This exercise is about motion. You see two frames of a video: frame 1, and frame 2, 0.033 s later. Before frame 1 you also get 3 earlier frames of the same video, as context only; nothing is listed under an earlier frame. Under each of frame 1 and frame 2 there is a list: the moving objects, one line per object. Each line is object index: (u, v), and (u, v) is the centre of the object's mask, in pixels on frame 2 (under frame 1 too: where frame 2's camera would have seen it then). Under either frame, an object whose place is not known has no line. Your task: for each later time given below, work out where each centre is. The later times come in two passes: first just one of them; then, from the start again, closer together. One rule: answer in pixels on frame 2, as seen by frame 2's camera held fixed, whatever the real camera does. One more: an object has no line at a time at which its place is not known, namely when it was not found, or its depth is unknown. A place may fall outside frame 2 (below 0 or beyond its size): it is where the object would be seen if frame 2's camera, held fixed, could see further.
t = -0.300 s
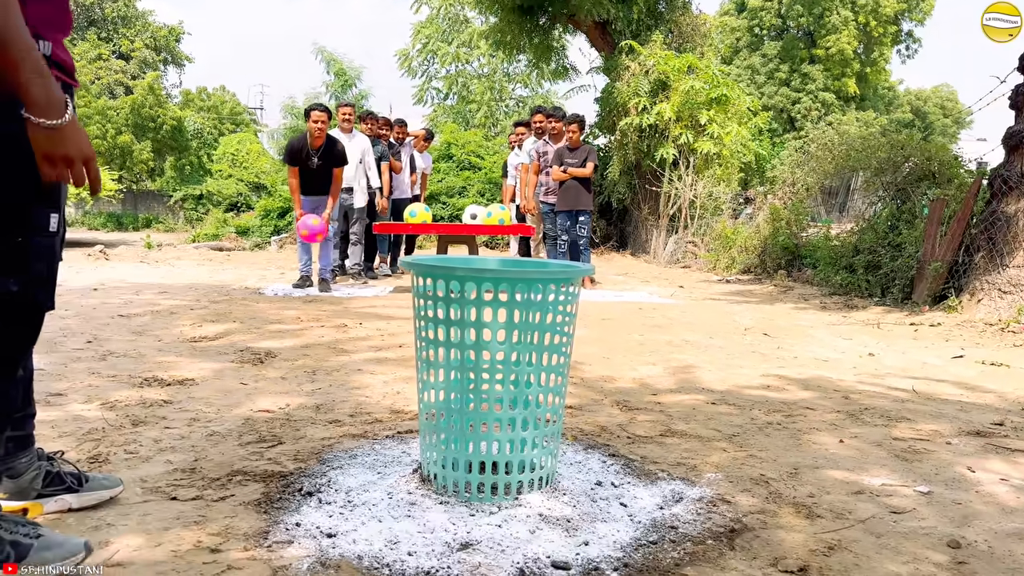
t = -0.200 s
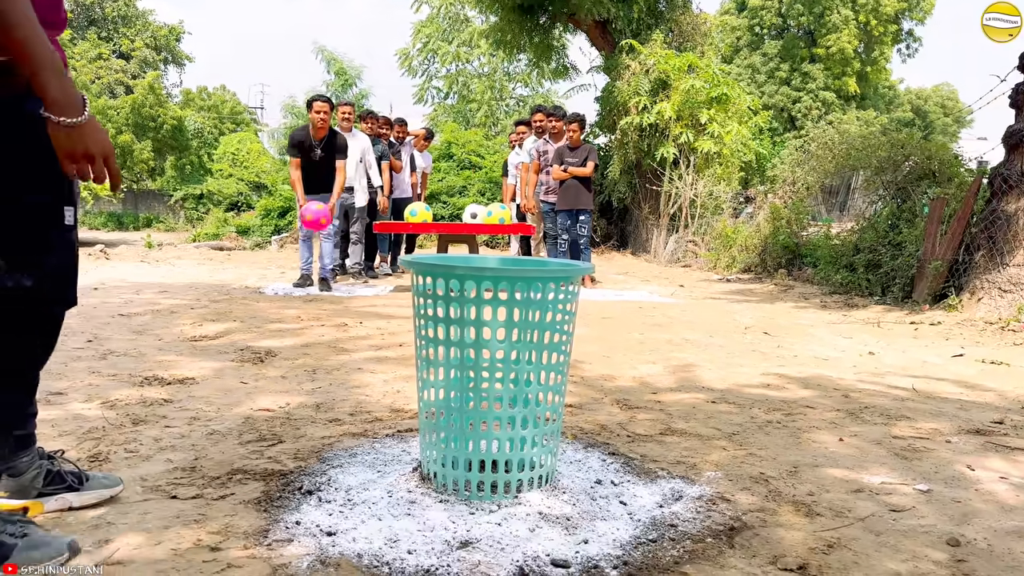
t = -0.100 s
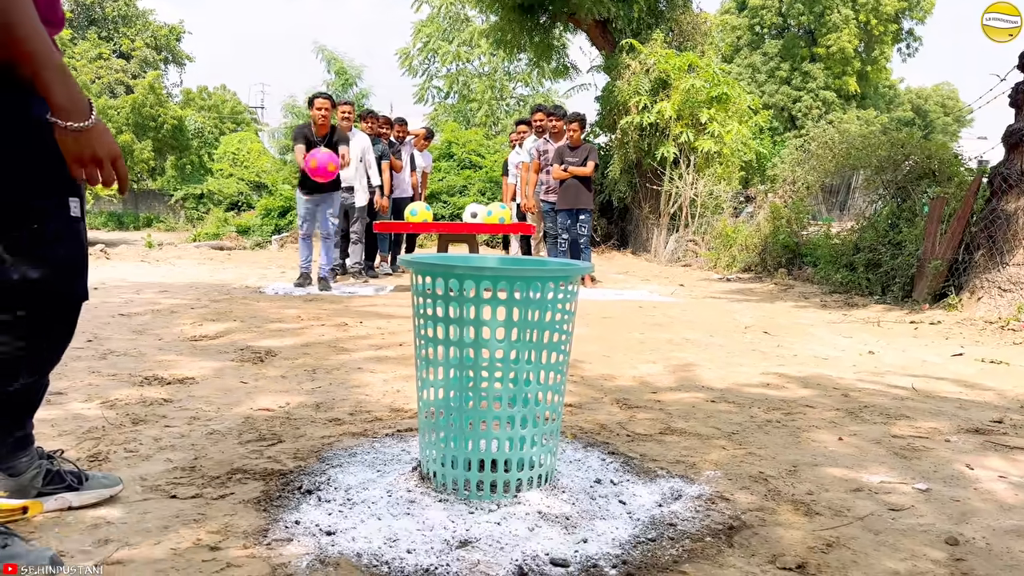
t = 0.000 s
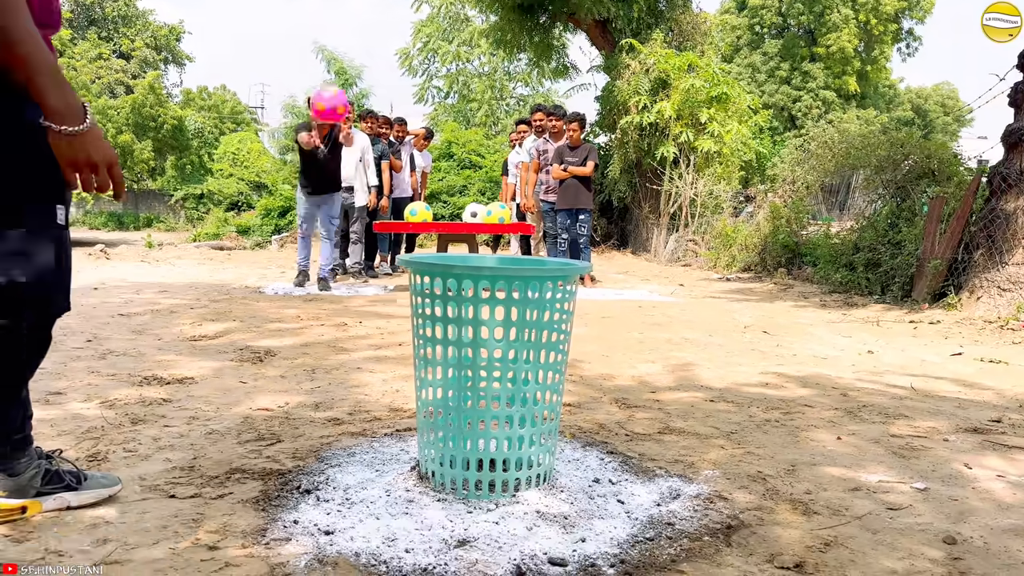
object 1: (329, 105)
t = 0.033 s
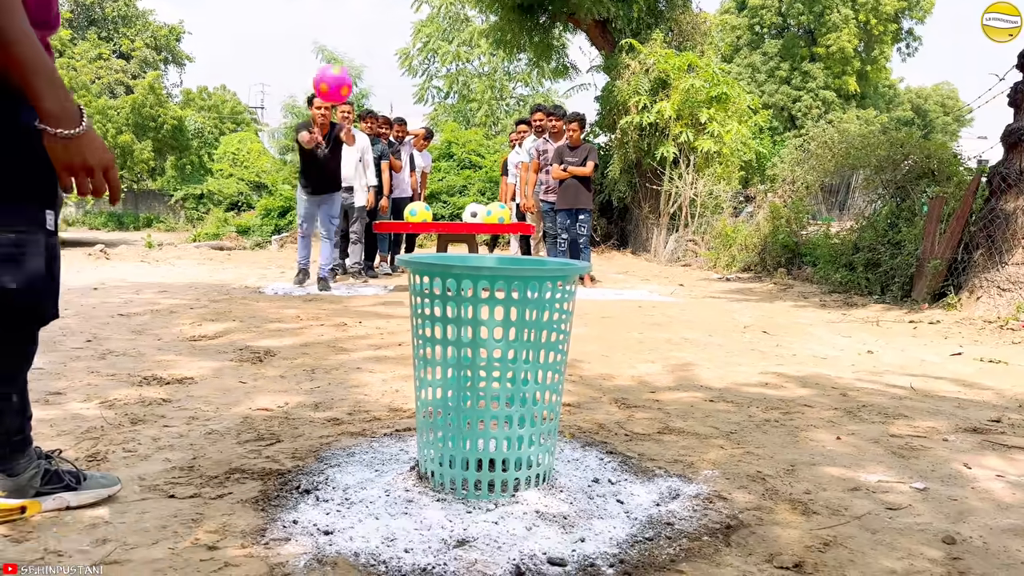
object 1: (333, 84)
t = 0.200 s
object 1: (350, 9)
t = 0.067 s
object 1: (336, 65)
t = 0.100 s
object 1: (339, 47)
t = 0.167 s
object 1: (346, 16)
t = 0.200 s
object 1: (350, 9)
